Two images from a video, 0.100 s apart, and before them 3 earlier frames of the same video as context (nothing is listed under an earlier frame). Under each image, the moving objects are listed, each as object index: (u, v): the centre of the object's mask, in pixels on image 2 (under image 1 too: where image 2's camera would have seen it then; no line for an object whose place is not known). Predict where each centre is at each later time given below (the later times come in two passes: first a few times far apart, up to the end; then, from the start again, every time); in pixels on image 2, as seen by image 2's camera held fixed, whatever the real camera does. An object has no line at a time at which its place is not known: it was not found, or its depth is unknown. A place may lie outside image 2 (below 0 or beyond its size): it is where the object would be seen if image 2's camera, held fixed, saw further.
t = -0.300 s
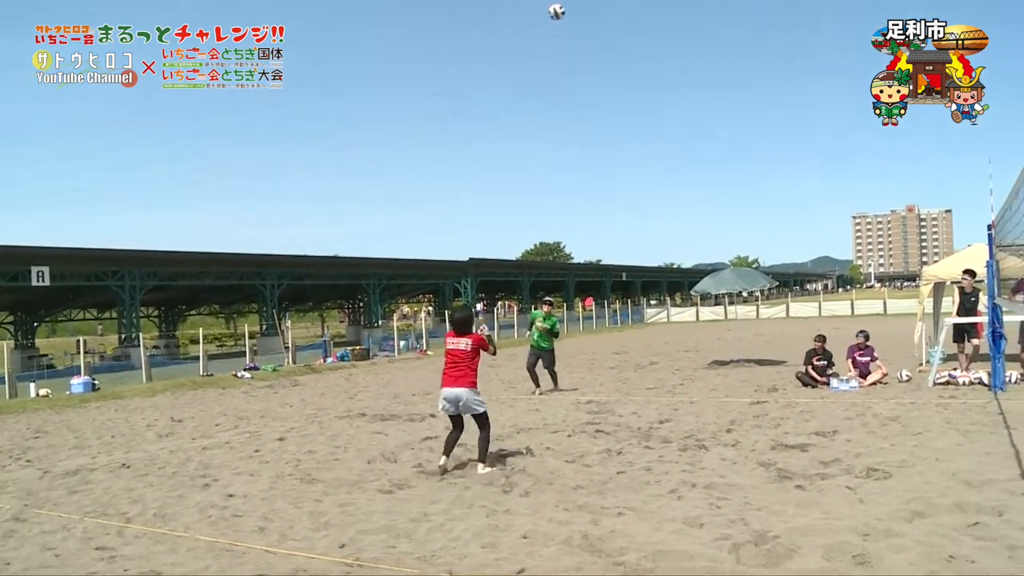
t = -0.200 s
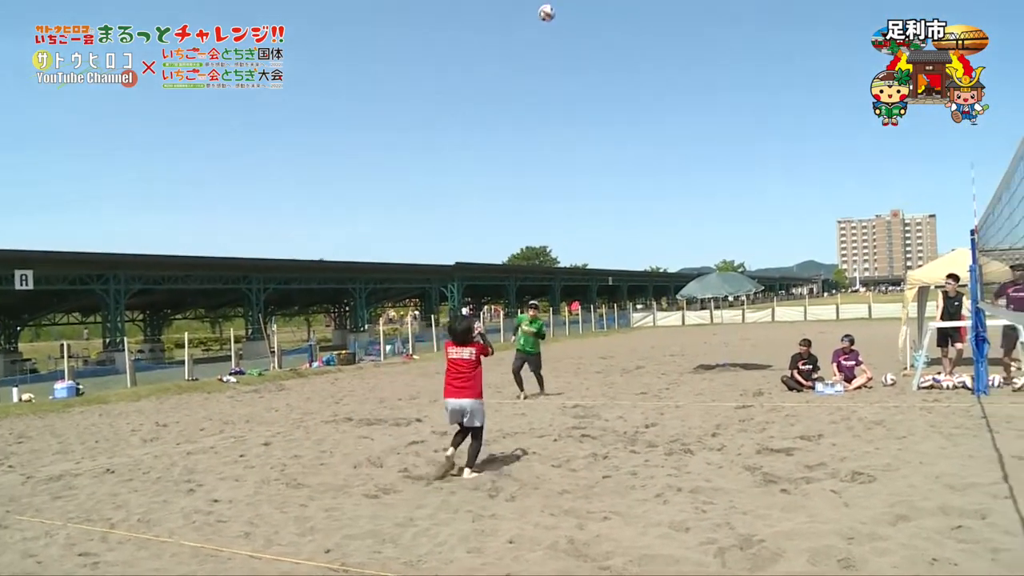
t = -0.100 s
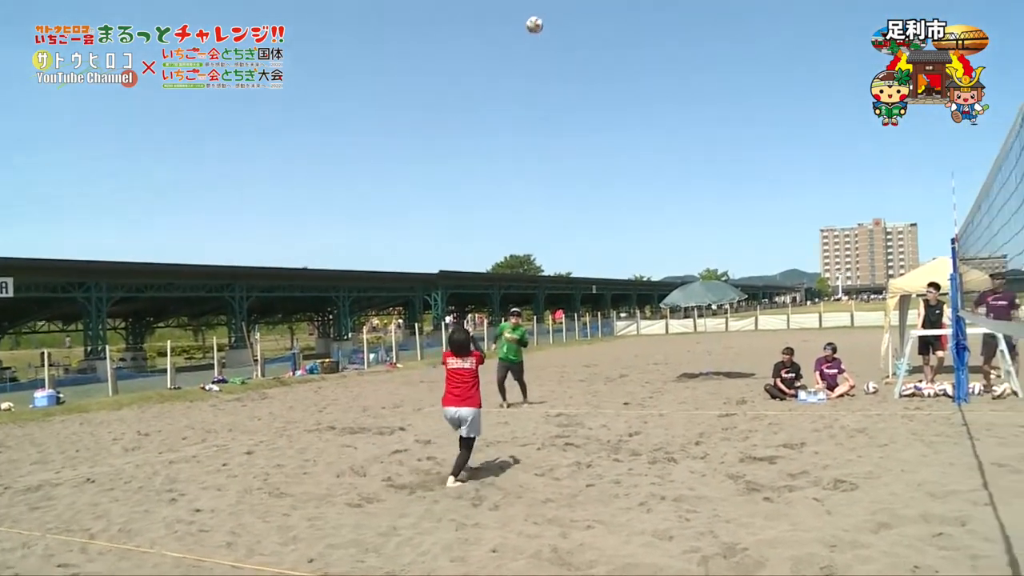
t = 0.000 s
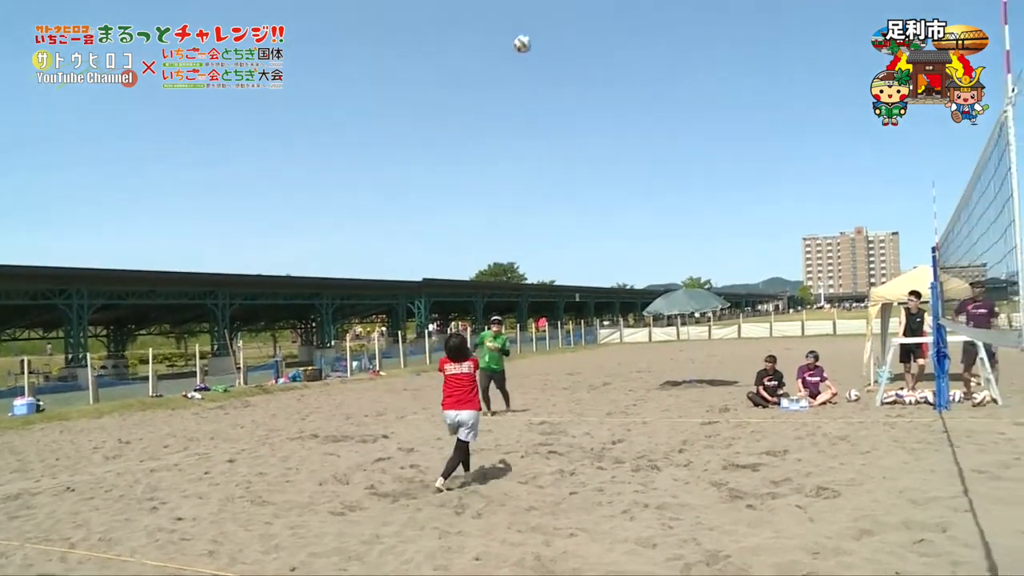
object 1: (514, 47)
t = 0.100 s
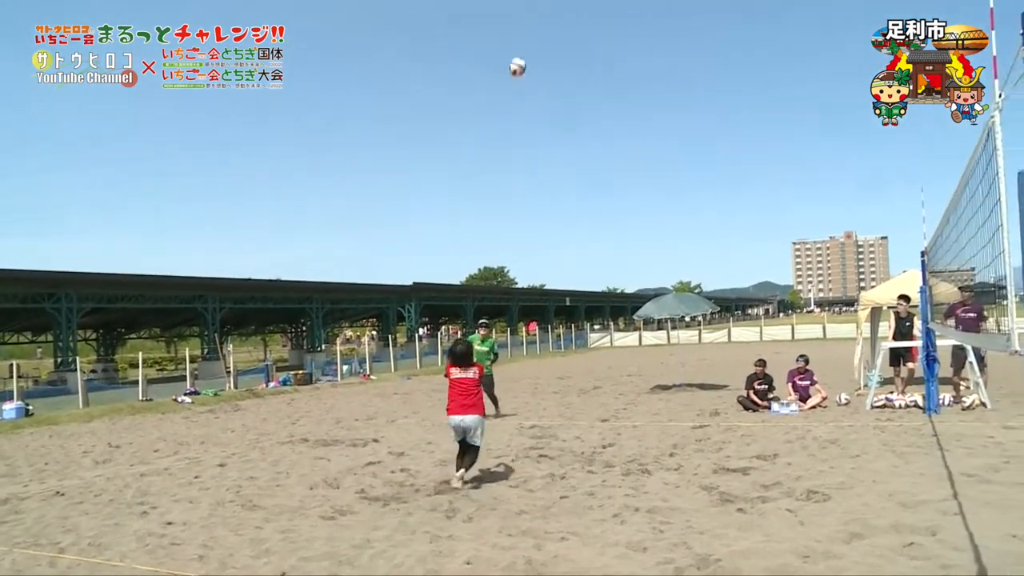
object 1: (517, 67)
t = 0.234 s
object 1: (522, 107)
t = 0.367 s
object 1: (527, 162)
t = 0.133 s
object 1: (518, 76)
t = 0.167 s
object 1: (519, 86)
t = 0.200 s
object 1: (520, 96)
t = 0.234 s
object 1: (522, 107)
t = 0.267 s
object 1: (523, 119)
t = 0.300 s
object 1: (524, 132)
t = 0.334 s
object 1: (525, 146)
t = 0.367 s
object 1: (527, 162)
